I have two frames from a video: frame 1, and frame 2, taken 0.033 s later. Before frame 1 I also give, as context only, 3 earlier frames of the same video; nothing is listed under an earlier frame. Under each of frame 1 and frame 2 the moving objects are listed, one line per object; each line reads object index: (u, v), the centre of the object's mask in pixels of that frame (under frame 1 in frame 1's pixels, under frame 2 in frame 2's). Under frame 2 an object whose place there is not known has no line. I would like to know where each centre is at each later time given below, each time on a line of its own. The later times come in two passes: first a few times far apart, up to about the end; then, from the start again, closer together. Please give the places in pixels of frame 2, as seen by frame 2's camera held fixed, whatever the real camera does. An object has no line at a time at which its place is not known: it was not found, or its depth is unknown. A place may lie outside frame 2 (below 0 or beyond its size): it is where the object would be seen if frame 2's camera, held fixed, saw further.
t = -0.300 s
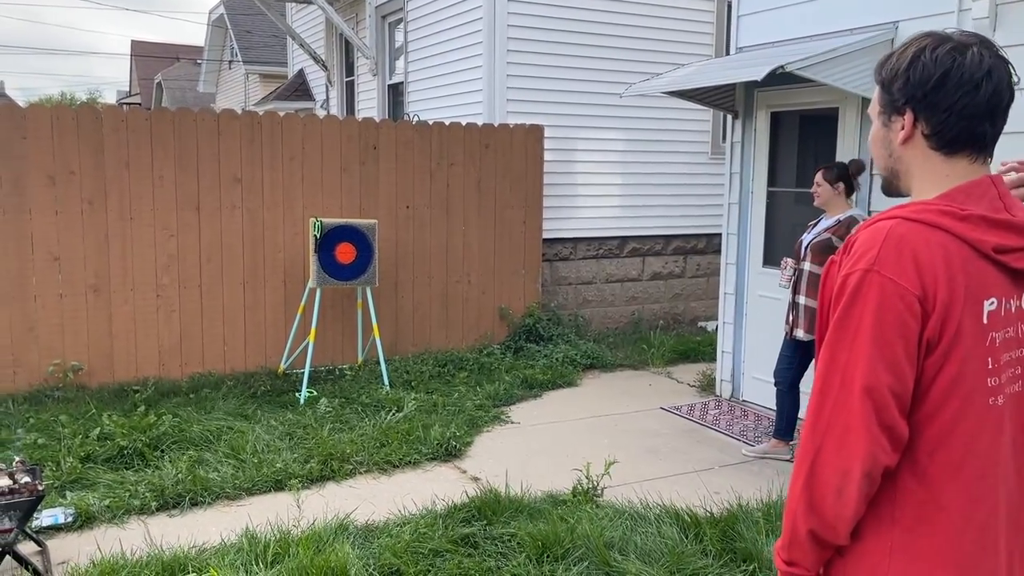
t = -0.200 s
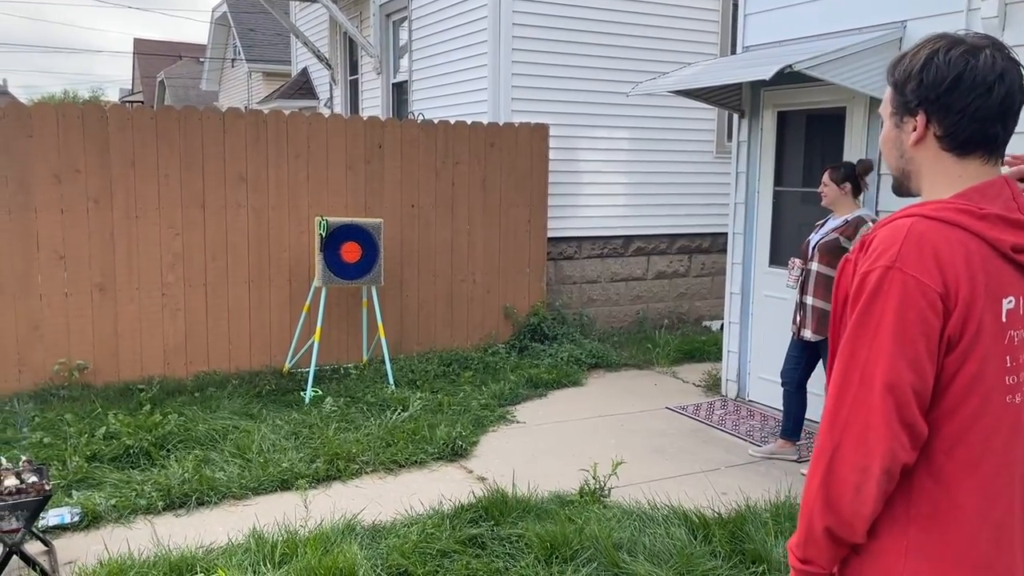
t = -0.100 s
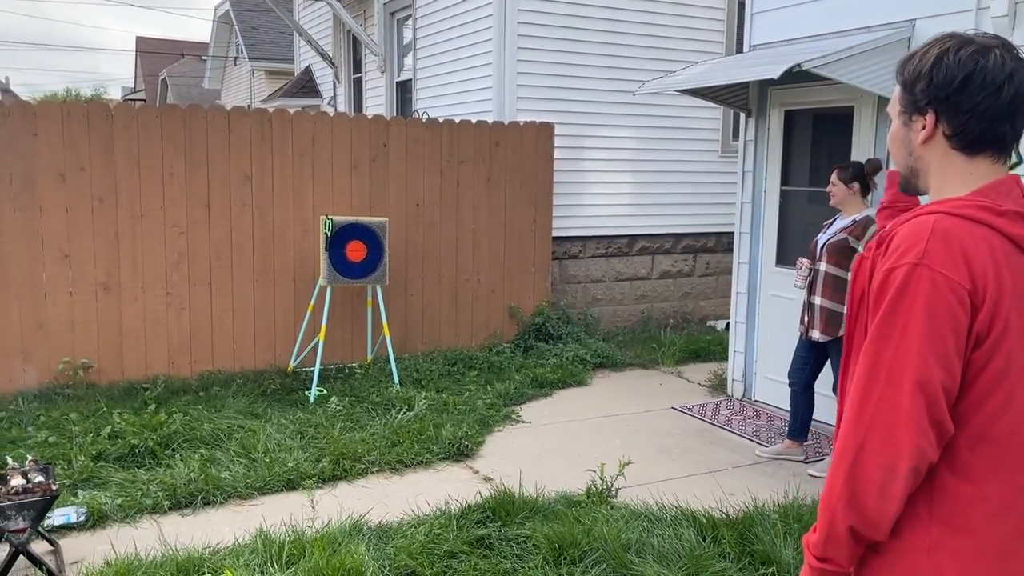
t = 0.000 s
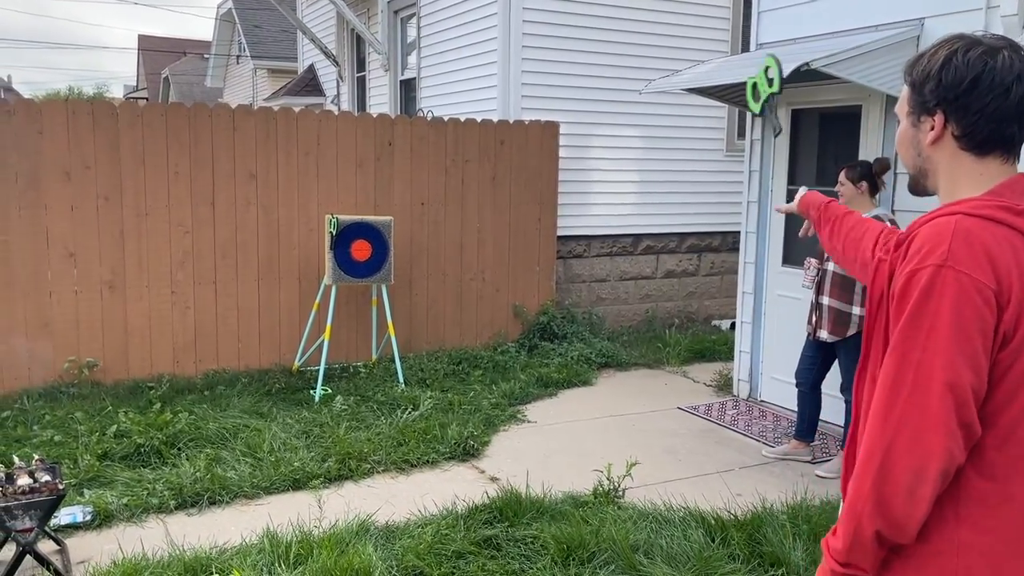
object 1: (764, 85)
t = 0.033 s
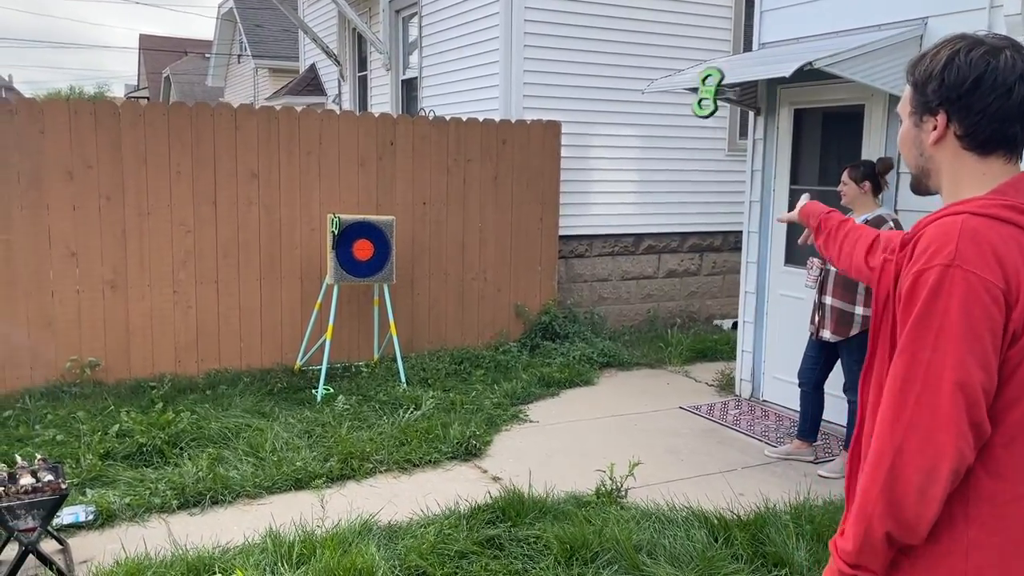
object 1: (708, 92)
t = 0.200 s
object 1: (538, 141)
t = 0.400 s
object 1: (441, 229)
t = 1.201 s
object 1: (441, 379)
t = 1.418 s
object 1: (446, 384)
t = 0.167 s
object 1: (563, 129)
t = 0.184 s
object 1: (550, 135)
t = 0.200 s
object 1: (538, 141)
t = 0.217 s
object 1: (526, 149)
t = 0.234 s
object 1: (516, 157)
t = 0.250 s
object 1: (507, 163)
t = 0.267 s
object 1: (498, 168)
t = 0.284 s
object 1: (489, 175)
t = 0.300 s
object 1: (481, 182)
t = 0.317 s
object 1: (473, 190)
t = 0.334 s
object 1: (466, 196)
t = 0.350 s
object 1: (460, 204)
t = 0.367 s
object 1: (453, 210)
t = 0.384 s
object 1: (446, 221)
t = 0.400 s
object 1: (441, 229)
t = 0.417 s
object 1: (434, 237)
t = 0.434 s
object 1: (429, 244)
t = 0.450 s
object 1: (425, 252)
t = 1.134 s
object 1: (435, 373)
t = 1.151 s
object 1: (437, 375)
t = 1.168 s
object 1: (438, 377)
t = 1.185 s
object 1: (440, 377)
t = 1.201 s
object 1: (441, 379)
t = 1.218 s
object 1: (442, 380)
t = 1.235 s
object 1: (443, 380)
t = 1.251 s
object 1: (444, 379)
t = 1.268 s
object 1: (444, 379)
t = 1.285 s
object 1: (445, 379)
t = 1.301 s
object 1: (445, 379)
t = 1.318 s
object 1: (446, 380)
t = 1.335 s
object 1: (446, 380)
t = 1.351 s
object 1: (447, 381)
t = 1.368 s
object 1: (448, 382)
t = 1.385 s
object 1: (448, 383)
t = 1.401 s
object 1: (446, 384)
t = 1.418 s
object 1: (446, 384)
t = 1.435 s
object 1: (446, 384)
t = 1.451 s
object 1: (446, 384)
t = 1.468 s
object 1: (446, 384)
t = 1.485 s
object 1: (446, 384)
